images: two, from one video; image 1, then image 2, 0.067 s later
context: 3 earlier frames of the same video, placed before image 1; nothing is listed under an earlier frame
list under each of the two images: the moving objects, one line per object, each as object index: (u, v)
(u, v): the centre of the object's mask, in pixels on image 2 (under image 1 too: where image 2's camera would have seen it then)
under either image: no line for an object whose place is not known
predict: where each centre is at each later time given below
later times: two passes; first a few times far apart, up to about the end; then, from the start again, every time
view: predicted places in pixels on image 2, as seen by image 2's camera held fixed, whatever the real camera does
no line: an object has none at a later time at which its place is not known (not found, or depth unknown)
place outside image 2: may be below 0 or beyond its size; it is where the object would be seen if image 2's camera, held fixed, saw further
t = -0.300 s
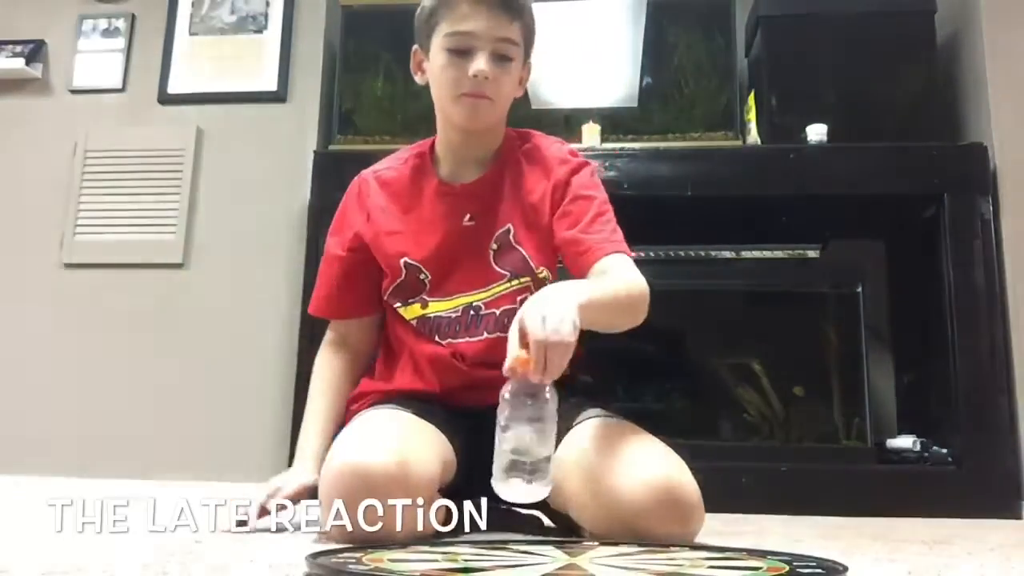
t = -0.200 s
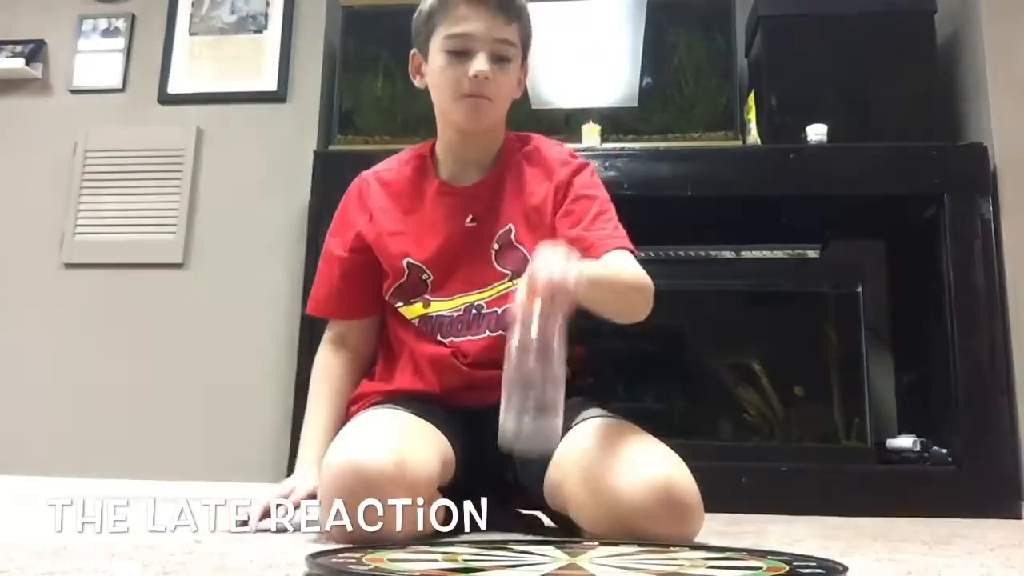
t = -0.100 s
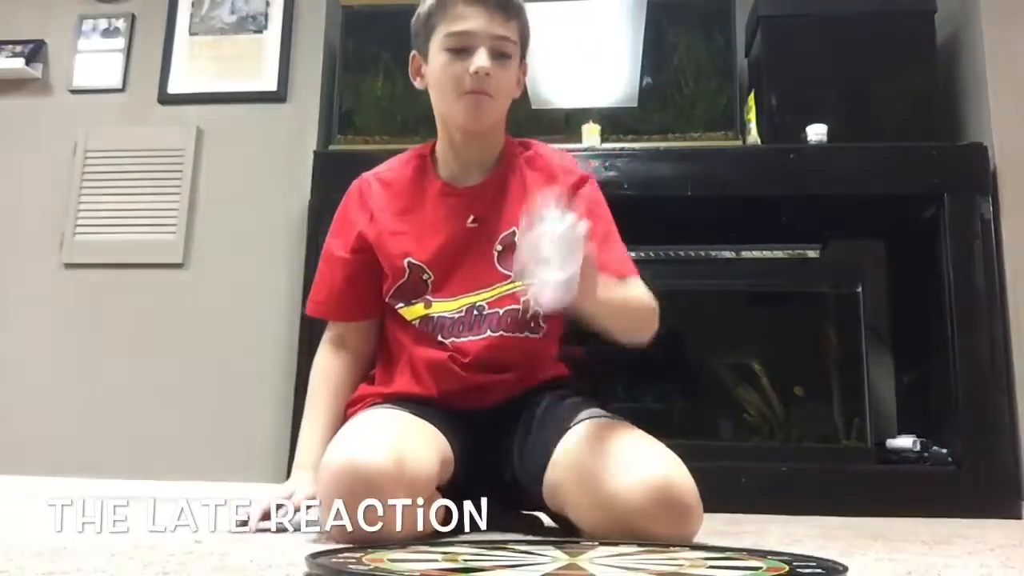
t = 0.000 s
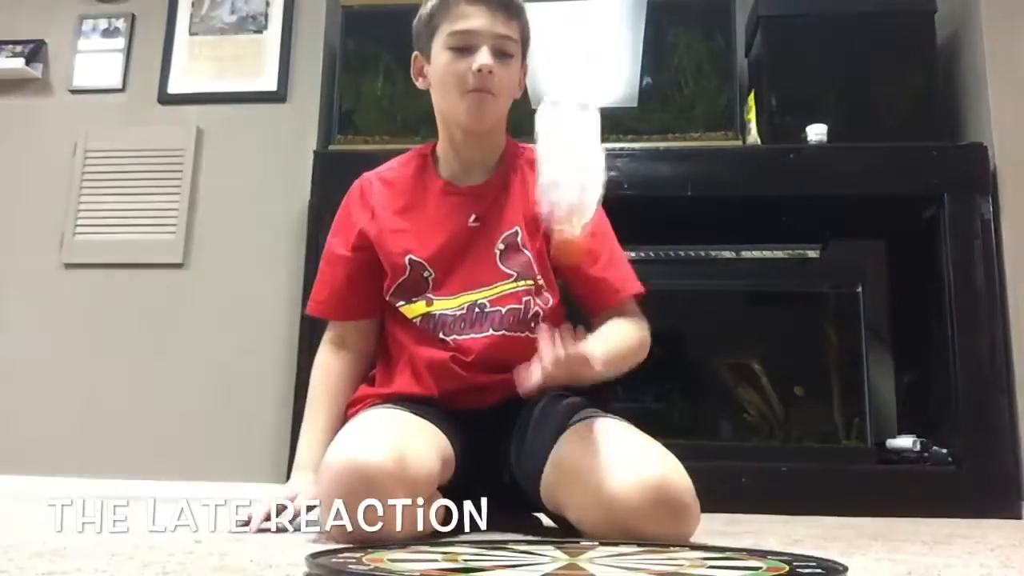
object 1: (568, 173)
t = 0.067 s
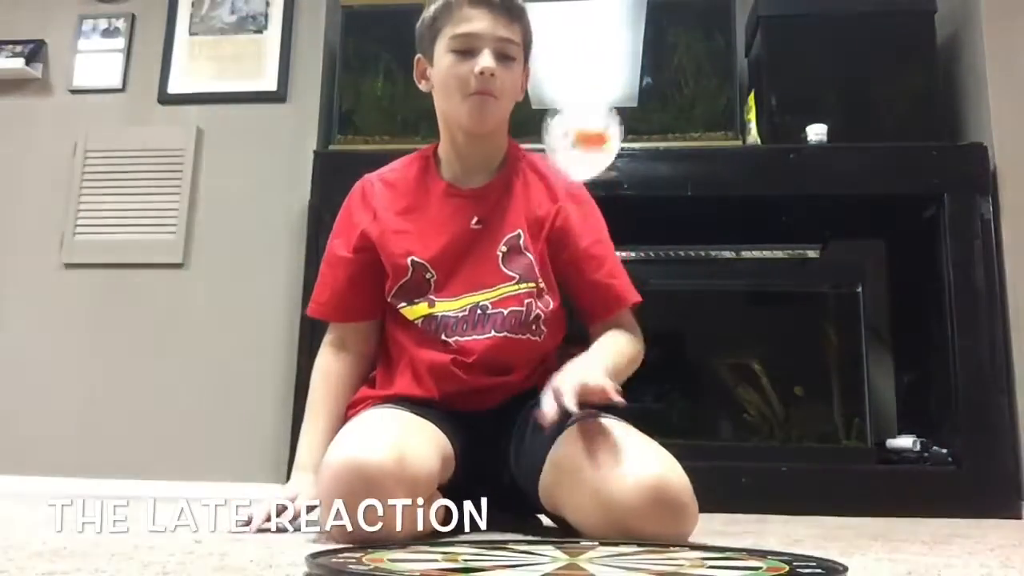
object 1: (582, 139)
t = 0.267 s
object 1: (628, 402)
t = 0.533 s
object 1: (657, 470)
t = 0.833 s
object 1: (665, 468)
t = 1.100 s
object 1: (662, 471)
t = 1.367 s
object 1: (663, 471)
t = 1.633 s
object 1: (663, 471)
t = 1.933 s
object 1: (662, 471)
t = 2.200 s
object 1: (662, 471)
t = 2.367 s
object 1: (662, 471)
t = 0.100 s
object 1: (590, 152)
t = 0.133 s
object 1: (596, 172)
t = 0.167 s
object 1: (603, 202)
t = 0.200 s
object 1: (610, 242)
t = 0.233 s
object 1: (621, 296)
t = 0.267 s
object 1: (628, 402)
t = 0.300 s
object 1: (634, 462)
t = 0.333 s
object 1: (638, 466)
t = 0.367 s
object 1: (642, 469)
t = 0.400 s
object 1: (646, 471)
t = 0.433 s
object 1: (650, 470)
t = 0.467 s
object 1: (652, 471)
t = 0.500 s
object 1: (654, 470)
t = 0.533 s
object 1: (657, 470)
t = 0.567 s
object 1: (660, 468)
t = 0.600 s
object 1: (666, 467)
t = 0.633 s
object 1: (674, 466)
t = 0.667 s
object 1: (681, 465)
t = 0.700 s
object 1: (684, 465)
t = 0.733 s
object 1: (684, 466)
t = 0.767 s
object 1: (680, 466)
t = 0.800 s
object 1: (674, 466)
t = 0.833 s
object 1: (665, 468)
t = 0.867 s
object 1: (661, 469)
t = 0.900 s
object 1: (660, 470)
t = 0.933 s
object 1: (662, 470)
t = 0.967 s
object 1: (663, 470)
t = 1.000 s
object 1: (662, 470)
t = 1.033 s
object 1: (663, 471)
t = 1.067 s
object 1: (663, 471)
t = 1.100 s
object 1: (662, 471)
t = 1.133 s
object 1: (663, 471)
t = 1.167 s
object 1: (663, 471)
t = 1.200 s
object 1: (663, 471)
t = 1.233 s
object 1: (663, 471)
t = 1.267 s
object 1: (663, 471)
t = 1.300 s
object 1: (663, 471)
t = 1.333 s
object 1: (663, 471)
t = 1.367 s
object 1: (663, 471)
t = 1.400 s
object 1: (662, 471)
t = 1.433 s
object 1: (663, 471)
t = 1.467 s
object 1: (662, 471)
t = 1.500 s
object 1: (663, 471)
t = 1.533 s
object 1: (662, 471)
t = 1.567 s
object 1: (663, 471)
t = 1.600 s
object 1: (663, 471)
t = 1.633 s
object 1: (663, 471)
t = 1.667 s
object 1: (663, 471)
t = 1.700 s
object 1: (663, 471)
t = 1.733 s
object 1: (662, 471)
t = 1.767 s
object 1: (662, 471)
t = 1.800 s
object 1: (662, 471)
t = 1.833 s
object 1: (662, 471)
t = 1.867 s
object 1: (662, 471)
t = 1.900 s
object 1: (662, 471)
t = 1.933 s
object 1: (662, 471)
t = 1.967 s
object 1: (662, 471)
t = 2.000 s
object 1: (662, 471)
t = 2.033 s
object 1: (662, 471)
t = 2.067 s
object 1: (662, 471)
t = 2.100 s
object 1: (662, 471)
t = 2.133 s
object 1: (662, 471)
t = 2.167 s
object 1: (662, 471)
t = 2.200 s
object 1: (662, 471)
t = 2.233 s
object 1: (662, 471)
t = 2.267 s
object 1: (662, 471)
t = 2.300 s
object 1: (662, 471)
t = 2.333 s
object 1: (662, 471)
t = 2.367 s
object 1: (662, 471)
